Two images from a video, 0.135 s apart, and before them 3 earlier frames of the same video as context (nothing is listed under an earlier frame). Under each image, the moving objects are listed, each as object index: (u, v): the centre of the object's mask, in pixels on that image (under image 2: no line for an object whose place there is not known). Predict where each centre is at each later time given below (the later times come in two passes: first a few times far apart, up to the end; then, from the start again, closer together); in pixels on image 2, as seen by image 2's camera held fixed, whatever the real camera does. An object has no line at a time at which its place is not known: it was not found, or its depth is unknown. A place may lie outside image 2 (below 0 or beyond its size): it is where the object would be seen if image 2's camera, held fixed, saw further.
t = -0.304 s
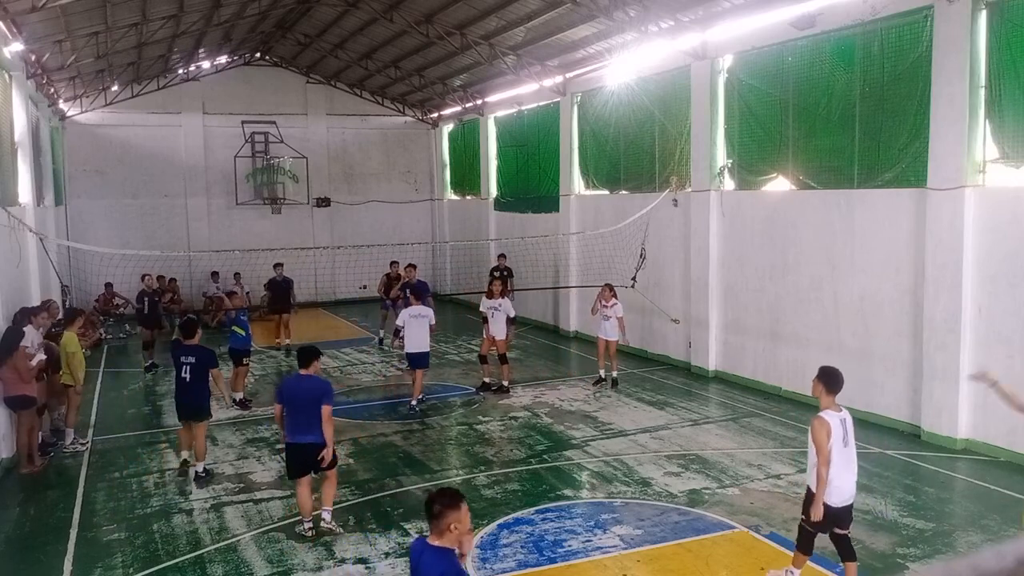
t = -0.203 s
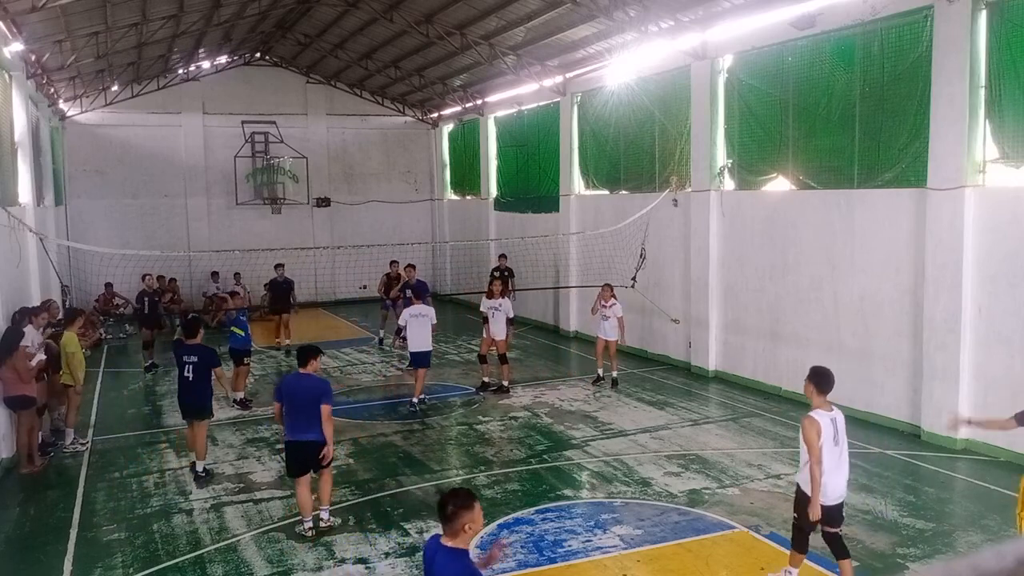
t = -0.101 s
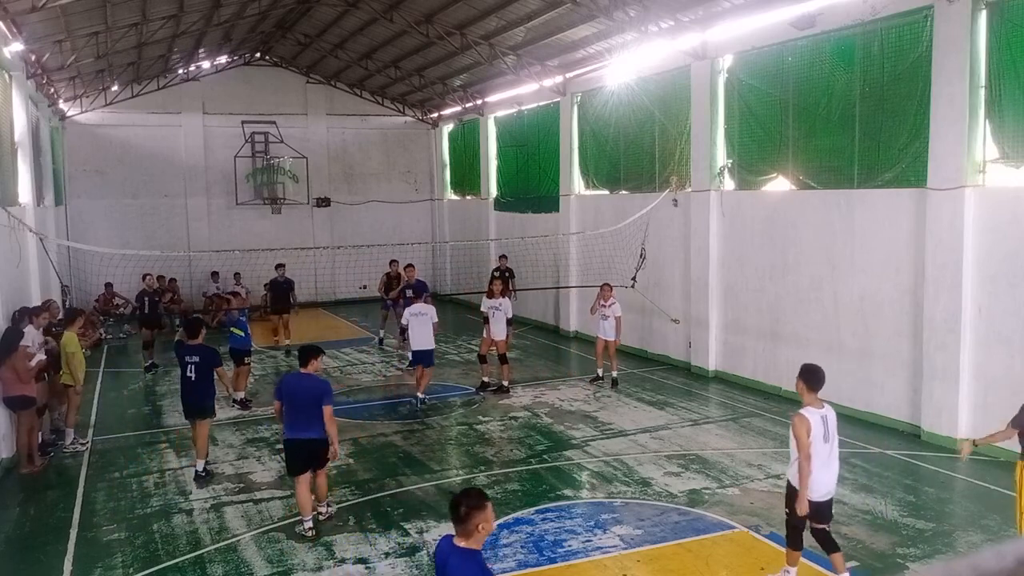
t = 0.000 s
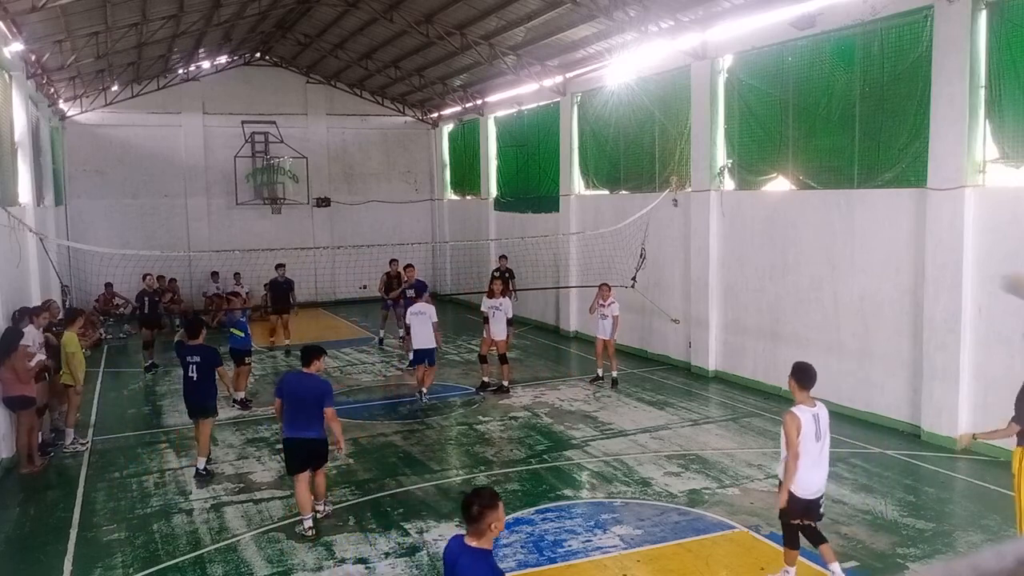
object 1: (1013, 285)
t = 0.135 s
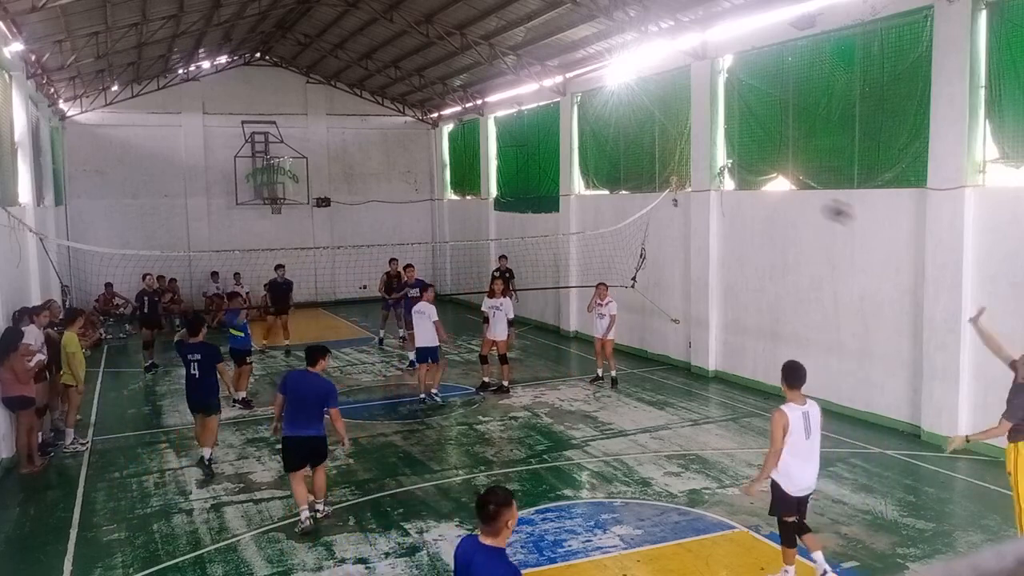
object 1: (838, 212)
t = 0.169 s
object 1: (802, 201)
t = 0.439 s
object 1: (588, 162)
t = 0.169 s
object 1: (802, 201)
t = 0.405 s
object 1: (608, 162)
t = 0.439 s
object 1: (588, 162)
